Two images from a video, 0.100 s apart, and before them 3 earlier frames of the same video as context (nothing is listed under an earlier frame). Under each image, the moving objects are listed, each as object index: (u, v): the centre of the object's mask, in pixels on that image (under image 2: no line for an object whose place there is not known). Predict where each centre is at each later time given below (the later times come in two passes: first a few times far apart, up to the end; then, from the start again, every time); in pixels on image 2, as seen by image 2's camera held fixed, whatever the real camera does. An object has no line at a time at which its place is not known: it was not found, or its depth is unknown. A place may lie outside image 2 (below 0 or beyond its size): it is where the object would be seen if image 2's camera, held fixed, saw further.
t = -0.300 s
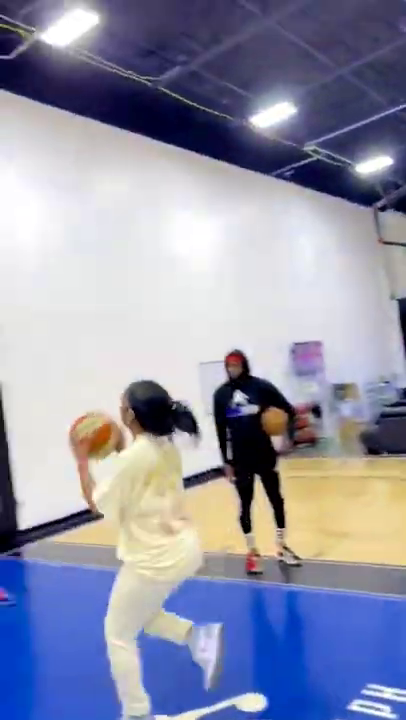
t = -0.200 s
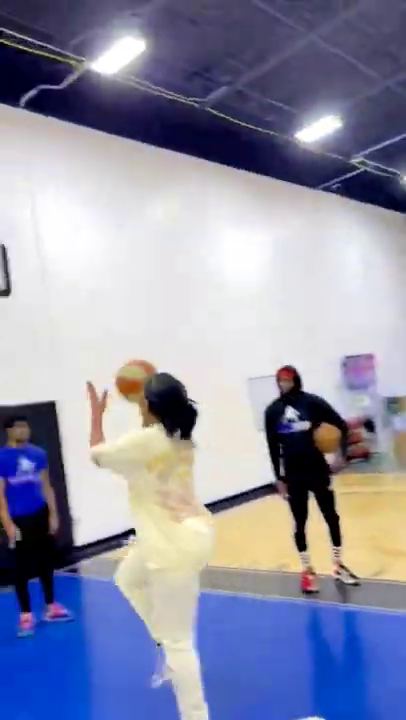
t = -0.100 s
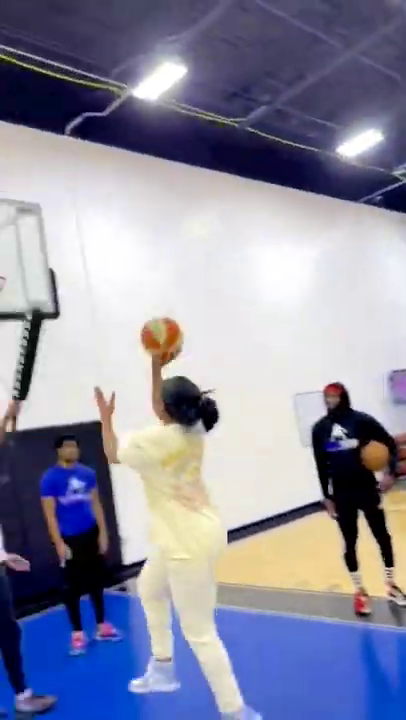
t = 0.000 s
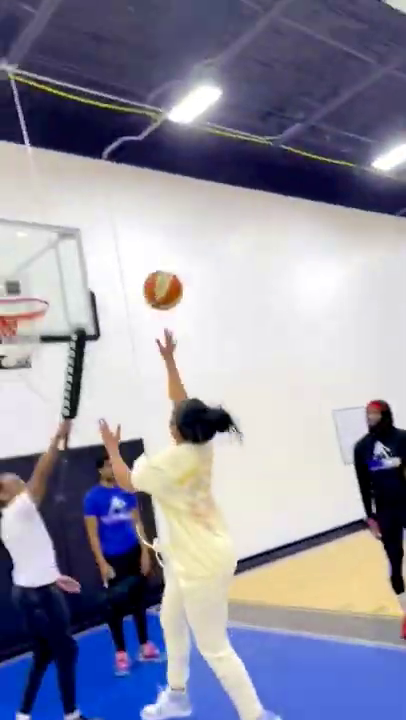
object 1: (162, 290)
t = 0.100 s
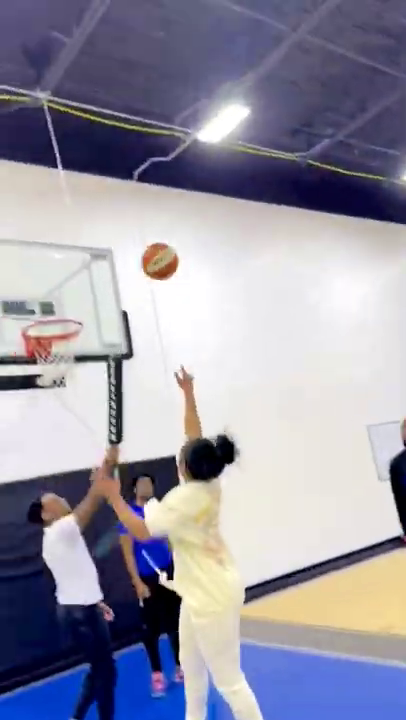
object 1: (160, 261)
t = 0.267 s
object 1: (115, 223)
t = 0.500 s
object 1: (72, 235)
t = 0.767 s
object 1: (44, 319)
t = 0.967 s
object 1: (45, 391)
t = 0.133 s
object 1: (149, 250)
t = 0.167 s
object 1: (140, 241)
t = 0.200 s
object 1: (131, 234)
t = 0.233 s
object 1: (123, 229)
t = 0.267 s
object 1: (115, 223)
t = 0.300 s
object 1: (107, 221)
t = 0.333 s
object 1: (101, 219)
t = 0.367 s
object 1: (95, 220)
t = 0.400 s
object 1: (89, 221)
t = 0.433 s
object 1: (83, 224)
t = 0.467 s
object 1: (77, 229)
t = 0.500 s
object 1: (72, 235)
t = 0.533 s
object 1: (68, 241)
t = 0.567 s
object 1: (63, 249)
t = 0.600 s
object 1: (60, 258)
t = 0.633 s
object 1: (56, 268)
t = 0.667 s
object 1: (52, 279)
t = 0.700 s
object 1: (49, 291)
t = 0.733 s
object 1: (46, 304)
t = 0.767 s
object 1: (44, 319)
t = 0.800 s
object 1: (42, 337)
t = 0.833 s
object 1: (40, 349)
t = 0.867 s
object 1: (42, 363)
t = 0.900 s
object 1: (41, 371)
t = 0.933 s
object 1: (42, 381)
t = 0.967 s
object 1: (45, 391)
